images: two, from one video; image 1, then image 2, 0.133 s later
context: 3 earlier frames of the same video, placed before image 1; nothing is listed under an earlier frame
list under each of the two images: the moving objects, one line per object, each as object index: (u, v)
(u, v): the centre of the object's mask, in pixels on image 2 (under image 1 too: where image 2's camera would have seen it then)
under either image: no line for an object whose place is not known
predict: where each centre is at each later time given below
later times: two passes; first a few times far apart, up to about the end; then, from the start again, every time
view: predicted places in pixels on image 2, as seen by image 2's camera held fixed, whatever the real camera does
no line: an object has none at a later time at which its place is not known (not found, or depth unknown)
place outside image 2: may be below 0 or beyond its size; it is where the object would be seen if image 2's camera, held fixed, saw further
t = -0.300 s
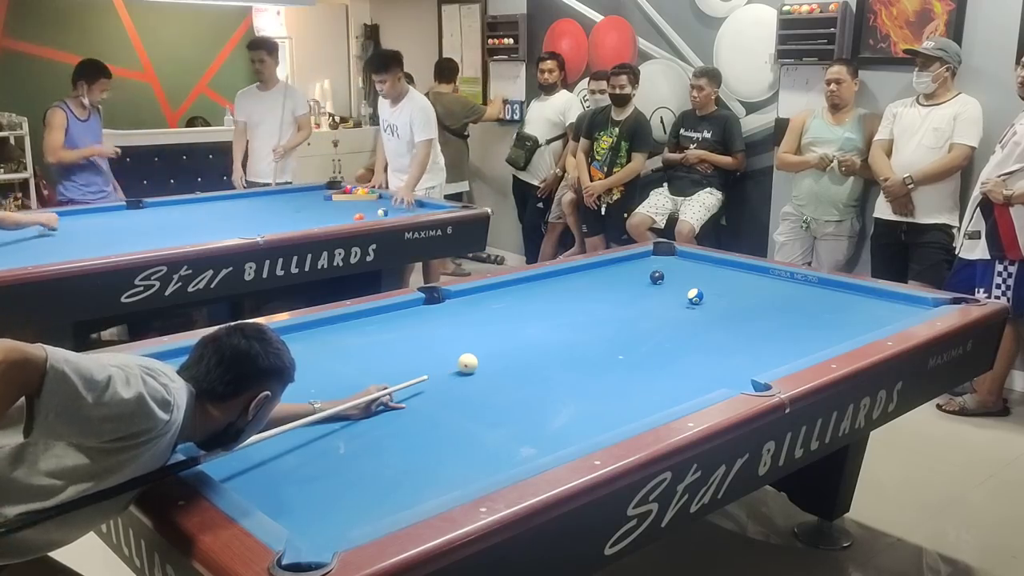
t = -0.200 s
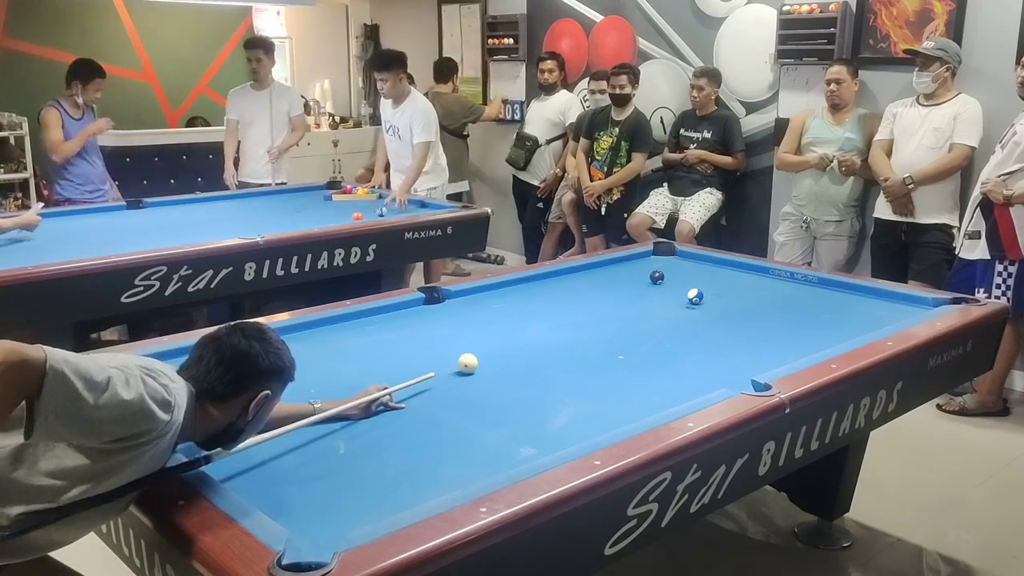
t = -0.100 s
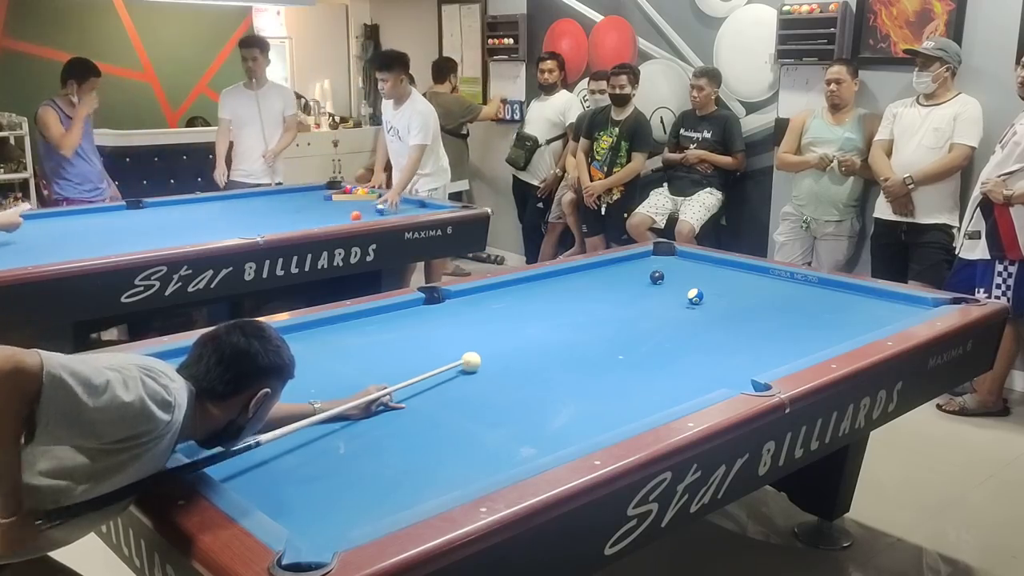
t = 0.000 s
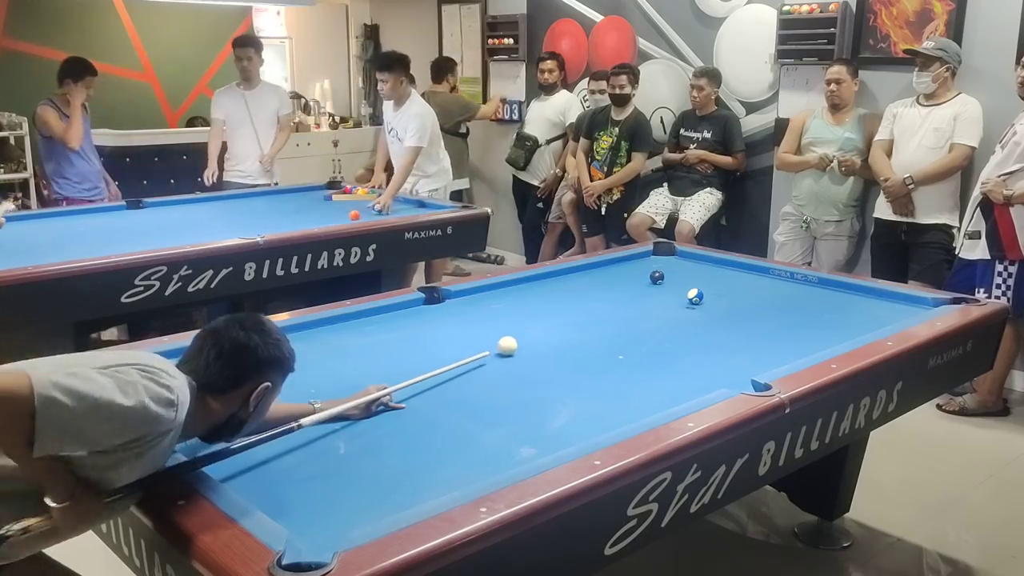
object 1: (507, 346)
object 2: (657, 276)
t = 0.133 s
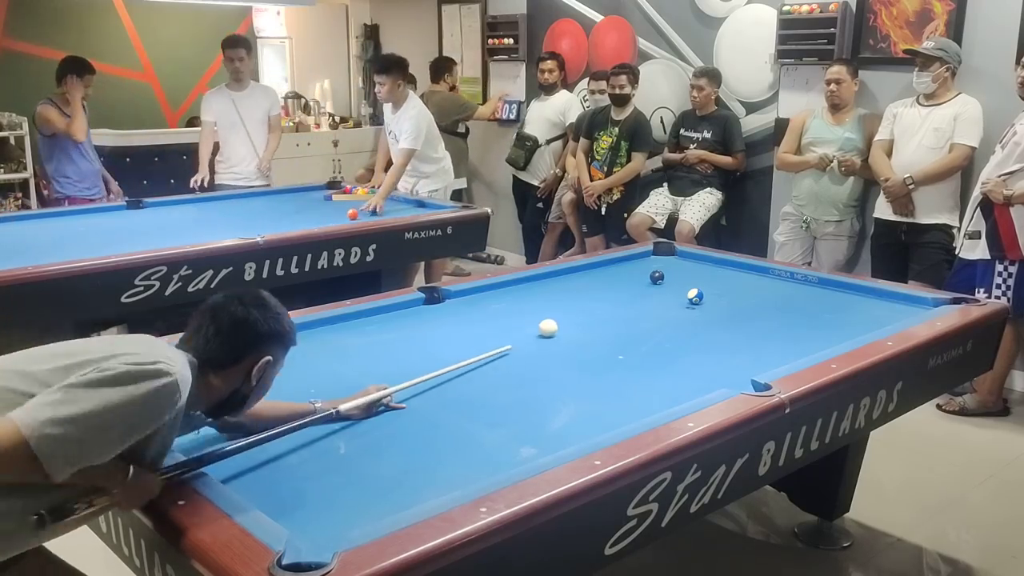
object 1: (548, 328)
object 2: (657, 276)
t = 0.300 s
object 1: (592, 309)
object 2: (657, 276)
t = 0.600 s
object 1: (656, 281)
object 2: (658, 271)
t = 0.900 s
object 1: (707, 277)
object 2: (660, 259)
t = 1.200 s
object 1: (754, 273)
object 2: (661, 254)
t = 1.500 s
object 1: (767, 275)
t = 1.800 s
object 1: (762, 280)
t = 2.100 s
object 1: (757, 286)
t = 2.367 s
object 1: (753, 291)
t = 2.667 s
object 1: (748, 296)
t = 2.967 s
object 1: (744, 301)
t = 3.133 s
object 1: (746, 302)
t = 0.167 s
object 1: (557, 324)
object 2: (657, 276)
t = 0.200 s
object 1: (566, 320)
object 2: (657, 276)
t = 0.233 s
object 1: (575, 316)
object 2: (657, 276)
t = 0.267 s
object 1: (583, 312)
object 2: (657, 276)
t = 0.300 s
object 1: (592, 309)
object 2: (657, 276)
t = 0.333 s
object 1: (600, 305)
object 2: (657, 276)
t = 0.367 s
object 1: (607, 302)
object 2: (657, 276)
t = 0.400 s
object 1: (615, 299)
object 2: (657, 276)
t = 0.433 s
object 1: (623, 295)
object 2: (657, 276)
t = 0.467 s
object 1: (630, 292)
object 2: (657, 276)
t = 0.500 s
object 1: (636, 289)
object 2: (657, 276)
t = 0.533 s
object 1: (643, 286)
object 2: (657, 276)
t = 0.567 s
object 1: (650, 283)
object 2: (658, 274)
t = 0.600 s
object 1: (656, 281)
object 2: (658, 271)
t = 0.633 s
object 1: (662, 280)
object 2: (657, 272)
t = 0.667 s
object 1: (668, 280)
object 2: (658, 271)
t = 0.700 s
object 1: (674, 280)
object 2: (658, 269)
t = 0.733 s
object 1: (679, 280)
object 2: (659, 267)
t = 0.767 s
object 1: (685, 279)
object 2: (659, 266)
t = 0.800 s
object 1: (691, 279)
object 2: (660, 264)
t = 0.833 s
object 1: (696, 278)
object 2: (660, 262)
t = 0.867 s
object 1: (702, 278)
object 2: (660, 260)
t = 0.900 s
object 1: (707, 277)
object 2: (660, 259)
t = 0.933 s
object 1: (713, 277)
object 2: (661, 257)
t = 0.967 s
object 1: (718, 276)
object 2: (662, 256)
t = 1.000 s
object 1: (723, 276)
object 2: (662, 254)
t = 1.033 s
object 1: (728, 275)
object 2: (662, 253)
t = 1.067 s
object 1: (734, 275)
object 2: (663, 251)
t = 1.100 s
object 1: (739, 274)
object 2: (663, 249)
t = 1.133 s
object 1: (744, 273)
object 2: (664, 249)
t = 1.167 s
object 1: (749, 273)
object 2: (663, 251)
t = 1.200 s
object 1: (754, 273)
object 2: (661, 254)
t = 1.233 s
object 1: (759, 272)
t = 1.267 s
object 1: (764, 272)
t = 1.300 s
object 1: (769, 271)
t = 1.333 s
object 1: (769, 272)
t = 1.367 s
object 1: (769, 272)
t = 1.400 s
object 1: (769, 273)
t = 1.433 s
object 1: (768, 273)
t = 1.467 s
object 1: (767, 274)
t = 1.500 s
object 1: (767, 275)
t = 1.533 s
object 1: (766, 275)
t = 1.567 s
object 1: (766, 276)
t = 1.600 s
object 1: (765, 277)
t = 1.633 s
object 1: (765, 277)
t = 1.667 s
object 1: (764, 278)
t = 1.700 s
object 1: (763, 278)
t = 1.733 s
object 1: (763, 279)
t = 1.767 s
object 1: (762, 280)
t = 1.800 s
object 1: (762, 280)
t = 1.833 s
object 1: (761, 281)
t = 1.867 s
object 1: (760, 282)
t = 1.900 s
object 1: (760, 282)
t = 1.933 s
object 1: (760, 283)
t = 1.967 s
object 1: (759, 283)
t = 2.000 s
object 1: (759, 284)
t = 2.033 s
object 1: (758, 285)
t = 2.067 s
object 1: (757, 285)
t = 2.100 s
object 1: (757, 286)
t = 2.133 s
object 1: (756, 287)
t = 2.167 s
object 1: (756, 287)
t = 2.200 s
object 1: (755, 288)
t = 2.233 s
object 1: (755, 289)
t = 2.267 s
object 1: (754, 289)
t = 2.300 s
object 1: (754, 290)
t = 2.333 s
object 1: (754, 290)
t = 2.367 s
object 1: (753, 291)
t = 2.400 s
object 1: (752, 291)
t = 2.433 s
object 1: (752, 292)
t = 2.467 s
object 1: (751, 293)
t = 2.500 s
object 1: (751, 293)
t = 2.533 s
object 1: (751, 294)
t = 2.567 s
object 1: (750, 294)
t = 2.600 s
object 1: (749, 295)
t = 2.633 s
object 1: (749, 296)
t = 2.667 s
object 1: (748, 296)
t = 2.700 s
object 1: (748, 297)
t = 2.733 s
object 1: (747, 297)
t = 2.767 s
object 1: (747, 298)
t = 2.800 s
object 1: (746, 298)
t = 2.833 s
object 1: (746, 299)
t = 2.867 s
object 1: (745, 299)
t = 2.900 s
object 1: (745, 300)
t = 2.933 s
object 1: (744, 300)
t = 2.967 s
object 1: (744, 301)
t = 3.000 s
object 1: (743, 301)
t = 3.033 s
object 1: (743, 302)
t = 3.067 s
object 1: (743, 302)
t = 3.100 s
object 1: (742, 303)
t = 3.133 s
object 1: (746, 302)
